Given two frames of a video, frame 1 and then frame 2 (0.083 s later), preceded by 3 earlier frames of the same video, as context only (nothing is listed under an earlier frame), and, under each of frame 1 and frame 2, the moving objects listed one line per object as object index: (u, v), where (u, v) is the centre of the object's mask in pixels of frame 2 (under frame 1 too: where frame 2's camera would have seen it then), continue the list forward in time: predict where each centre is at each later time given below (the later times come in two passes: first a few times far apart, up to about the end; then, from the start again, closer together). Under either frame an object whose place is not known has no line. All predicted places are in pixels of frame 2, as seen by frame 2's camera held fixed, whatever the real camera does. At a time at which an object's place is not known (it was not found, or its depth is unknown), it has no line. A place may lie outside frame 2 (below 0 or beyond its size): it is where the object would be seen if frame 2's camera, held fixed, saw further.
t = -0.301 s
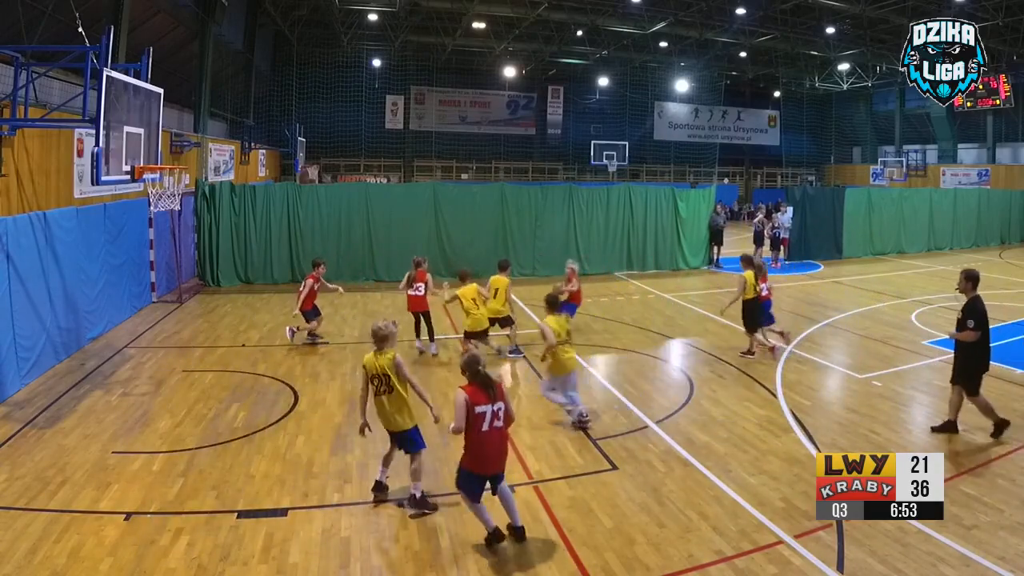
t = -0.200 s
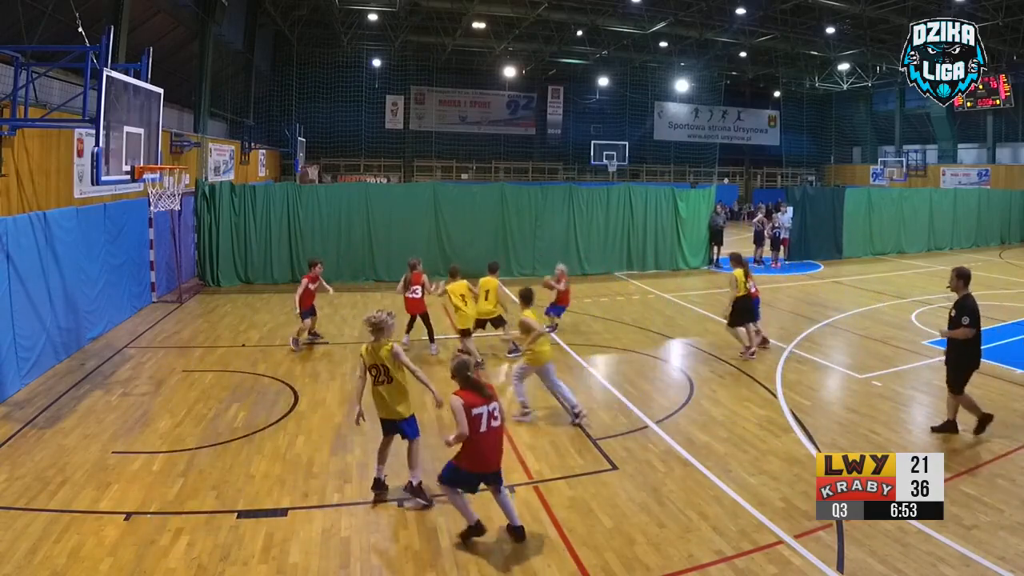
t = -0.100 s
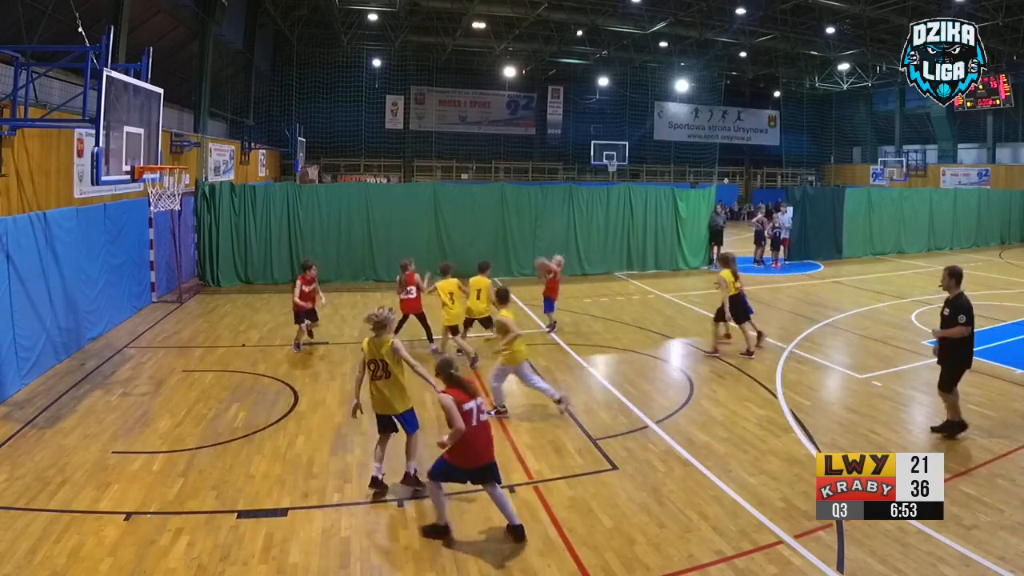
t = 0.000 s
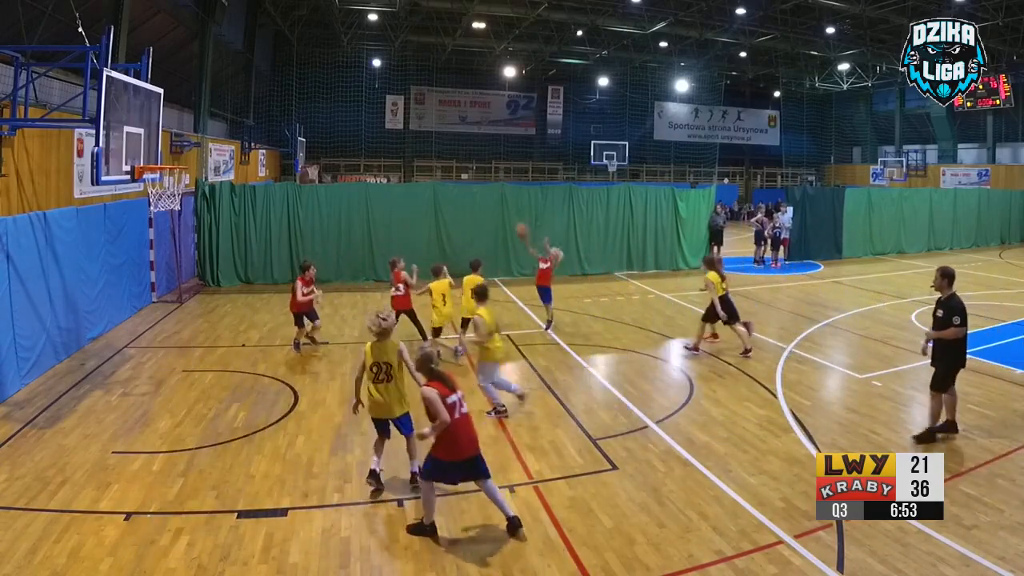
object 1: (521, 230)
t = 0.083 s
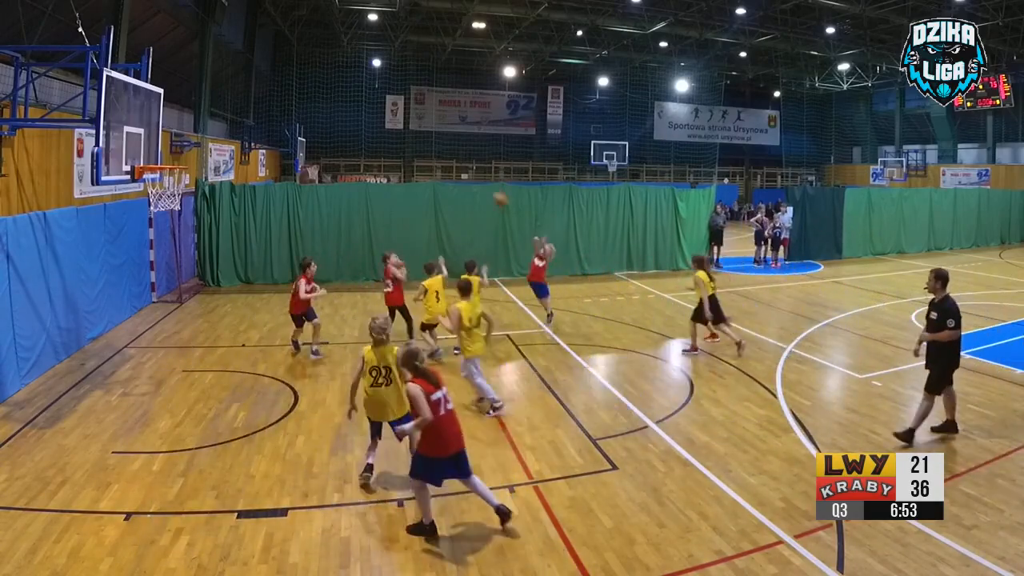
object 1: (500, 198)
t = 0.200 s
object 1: (468, 160)
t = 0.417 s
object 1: (404, 110)
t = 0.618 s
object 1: (337, 87)
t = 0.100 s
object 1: (496, 193)
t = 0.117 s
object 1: (492, 187)
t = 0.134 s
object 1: (486, 182)
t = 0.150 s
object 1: (481, 175)
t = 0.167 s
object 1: (477, 171)
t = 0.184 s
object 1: (473, 165)
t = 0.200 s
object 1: (468, 160)
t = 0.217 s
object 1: (464, 156)
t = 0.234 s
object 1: (459, 151)
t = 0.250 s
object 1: (454, 147)
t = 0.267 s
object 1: (449, 142)
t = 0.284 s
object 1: (445, 139)
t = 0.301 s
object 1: (440, 135)
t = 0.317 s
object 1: (435, 131)
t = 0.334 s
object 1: (429, 126)
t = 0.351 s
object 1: (424, 122)
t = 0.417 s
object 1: (404, 110)
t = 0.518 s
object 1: (371, 95)
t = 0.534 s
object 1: (366, 94)
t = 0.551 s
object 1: (360, 92)
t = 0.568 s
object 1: (354, 90)
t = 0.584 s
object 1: (348, 89)
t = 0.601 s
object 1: (342, 88)
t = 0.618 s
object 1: (337, 87)
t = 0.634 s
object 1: (331, 87)
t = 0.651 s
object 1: (325, 86)
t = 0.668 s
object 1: (319, 86)
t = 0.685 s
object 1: (314, 86)
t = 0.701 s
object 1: (307, 87)
